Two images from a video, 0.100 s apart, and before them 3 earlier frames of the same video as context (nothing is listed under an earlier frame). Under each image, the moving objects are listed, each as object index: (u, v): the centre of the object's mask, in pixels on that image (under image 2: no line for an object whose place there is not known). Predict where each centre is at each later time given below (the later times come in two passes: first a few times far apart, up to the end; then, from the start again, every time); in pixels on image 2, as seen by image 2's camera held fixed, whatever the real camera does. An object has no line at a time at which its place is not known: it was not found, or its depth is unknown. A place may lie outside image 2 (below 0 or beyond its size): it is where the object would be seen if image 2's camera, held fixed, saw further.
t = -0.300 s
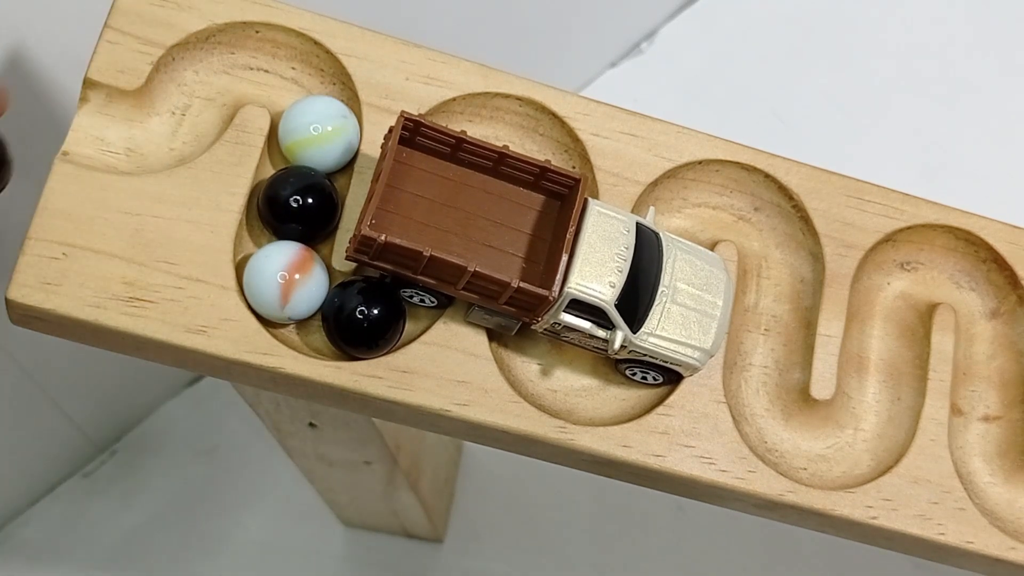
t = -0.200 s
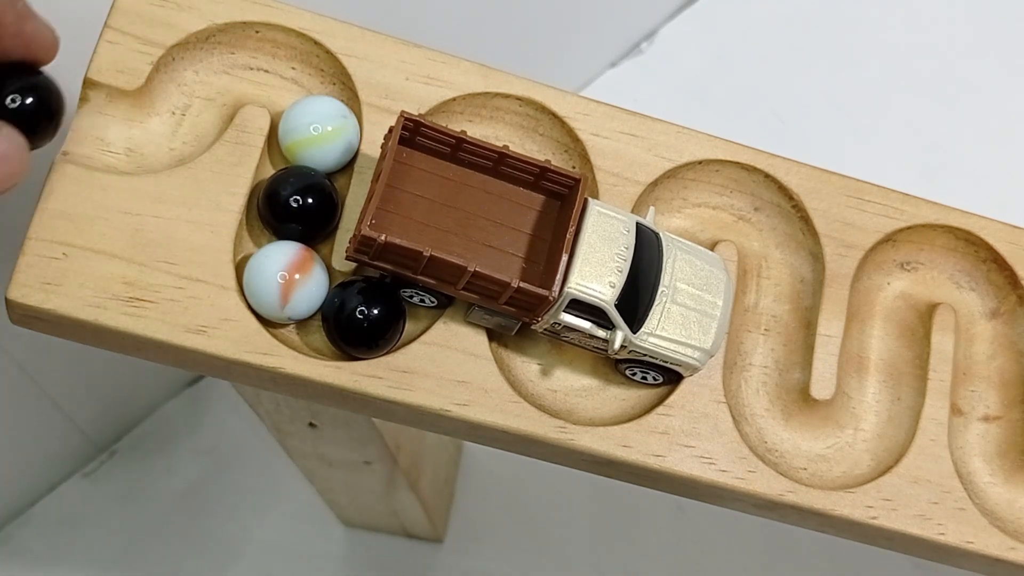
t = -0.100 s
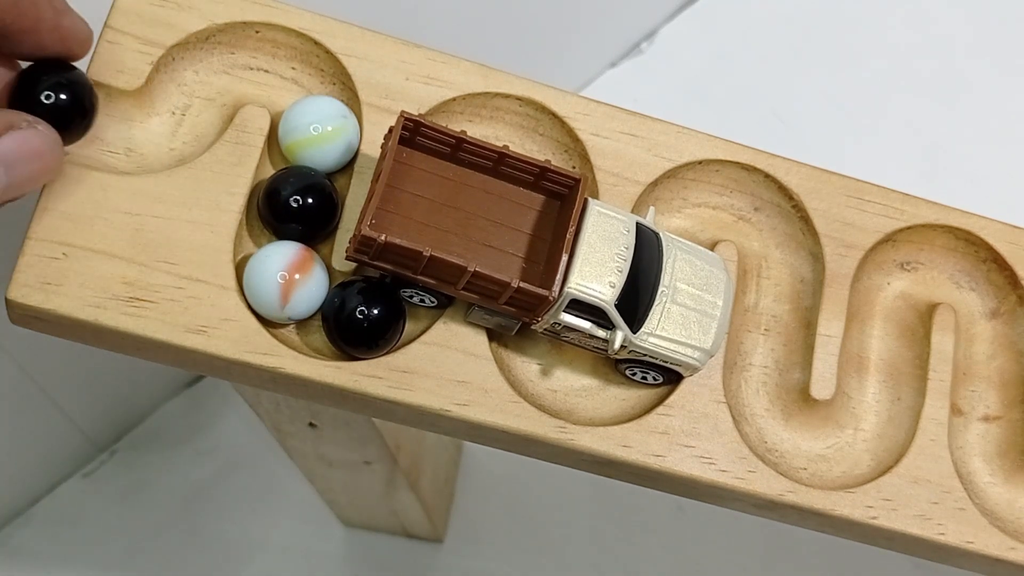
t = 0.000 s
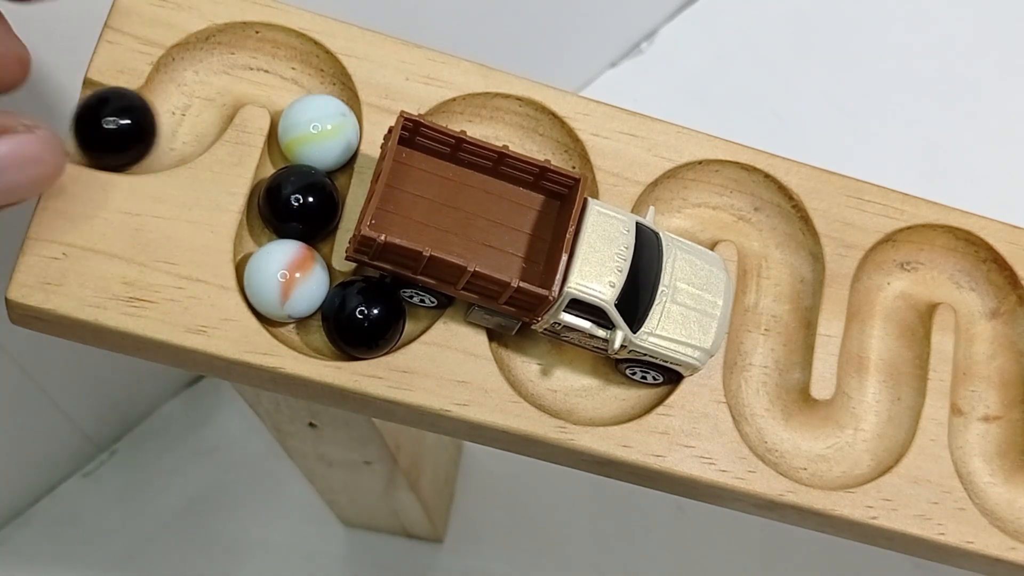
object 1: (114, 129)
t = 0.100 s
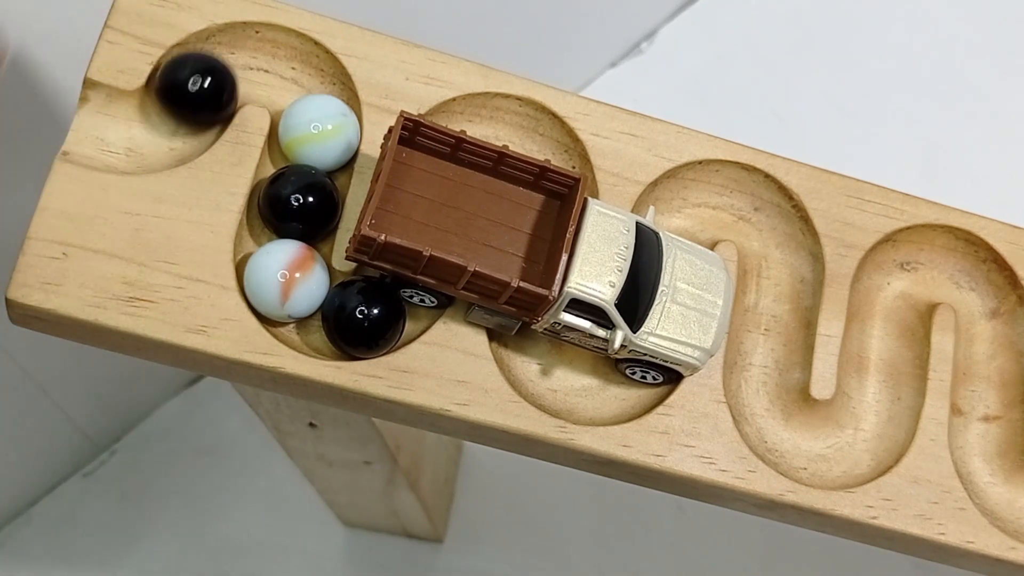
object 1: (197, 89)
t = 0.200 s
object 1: (288, 62)
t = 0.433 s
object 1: (291, 65)
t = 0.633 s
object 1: (291, 65)
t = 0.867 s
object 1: (291, 65)
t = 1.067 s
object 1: (291, 65)
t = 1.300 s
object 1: (291, 65)
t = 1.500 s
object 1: (292, 65)
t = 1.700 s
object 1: (291, 65)
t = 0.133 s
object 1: (212, 63)
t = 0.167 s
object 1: (245, 57)
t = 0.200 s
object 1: (288, 62)
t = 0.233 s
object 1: (293, 65)
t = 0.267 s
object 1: (290, 65)
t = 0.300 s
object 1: (291, 65)
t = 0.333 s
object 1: (291, 65)
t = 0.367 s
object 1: (291, 65)
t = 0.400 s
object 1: (291, 65)
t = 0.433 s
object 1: (291, 65)
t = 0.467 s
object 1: (291, 65)
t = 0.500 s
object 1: (291, 65)
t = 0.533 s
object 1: (291, 65)
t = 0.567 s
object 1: (291, 65)
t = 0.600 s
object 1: (291, 65)
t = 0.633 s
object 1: (291, 65)
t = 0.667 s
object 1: (291, 65)
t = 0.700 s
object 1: (291, 65)
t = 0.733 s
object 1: (291, 65)
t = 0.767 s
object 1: (291, 65)
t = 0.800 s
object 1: (291, 65)
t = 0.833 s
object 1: (291, 65)
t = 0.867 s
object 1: (291, 65)
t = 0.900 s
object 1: (291, 65)
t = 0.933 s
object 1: (291, 65)
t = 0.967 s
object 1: (291, 65)
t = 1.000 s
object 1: (291, 65)
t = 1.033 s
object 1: (291, 65)
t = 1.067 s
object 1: (291, 65)
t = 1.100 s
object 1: (291, 65)
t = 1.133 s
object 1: (291, 65)
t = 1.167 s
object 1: (291, 65)
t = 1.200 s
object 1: (291, 65)
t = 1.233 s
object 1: (291, 65)
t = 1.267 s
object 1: (291, 65)
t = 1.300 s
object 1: (291, 65)
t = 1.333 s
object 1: (291, 65)
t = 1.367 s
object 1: (291, 65)
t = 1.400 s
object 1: (291, 65)
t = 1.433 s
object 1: (292, 64)
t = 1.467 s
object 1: (291, 65)
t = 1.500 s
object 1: (292, 65)
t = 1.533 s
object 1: (291, 65)
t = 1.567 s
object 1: (291, 65)
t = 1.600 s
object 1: (292, 65)
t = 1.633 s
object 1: (292, 65)
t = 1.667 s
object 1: (291, 65)
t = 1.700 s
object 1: (291, 65)
